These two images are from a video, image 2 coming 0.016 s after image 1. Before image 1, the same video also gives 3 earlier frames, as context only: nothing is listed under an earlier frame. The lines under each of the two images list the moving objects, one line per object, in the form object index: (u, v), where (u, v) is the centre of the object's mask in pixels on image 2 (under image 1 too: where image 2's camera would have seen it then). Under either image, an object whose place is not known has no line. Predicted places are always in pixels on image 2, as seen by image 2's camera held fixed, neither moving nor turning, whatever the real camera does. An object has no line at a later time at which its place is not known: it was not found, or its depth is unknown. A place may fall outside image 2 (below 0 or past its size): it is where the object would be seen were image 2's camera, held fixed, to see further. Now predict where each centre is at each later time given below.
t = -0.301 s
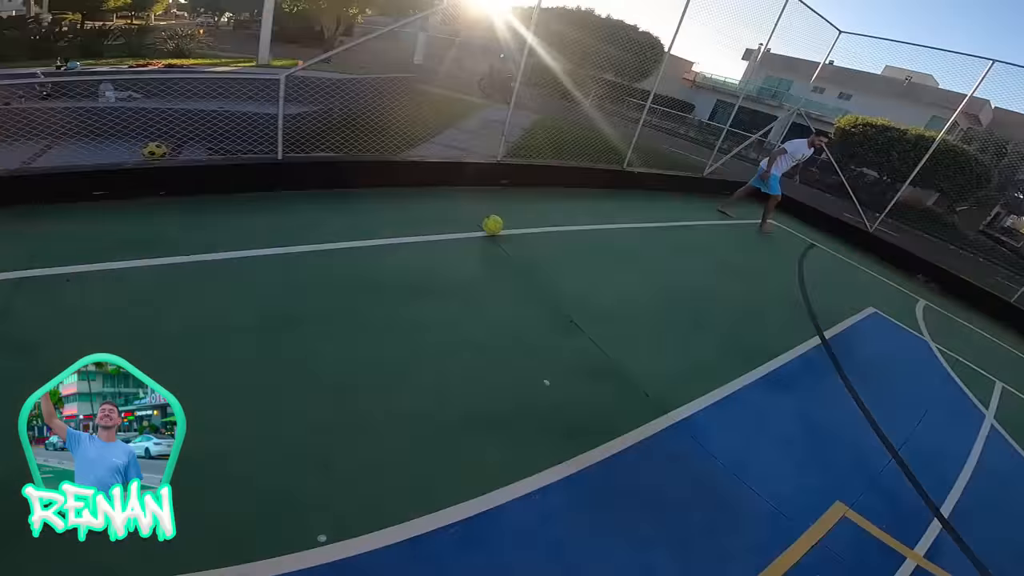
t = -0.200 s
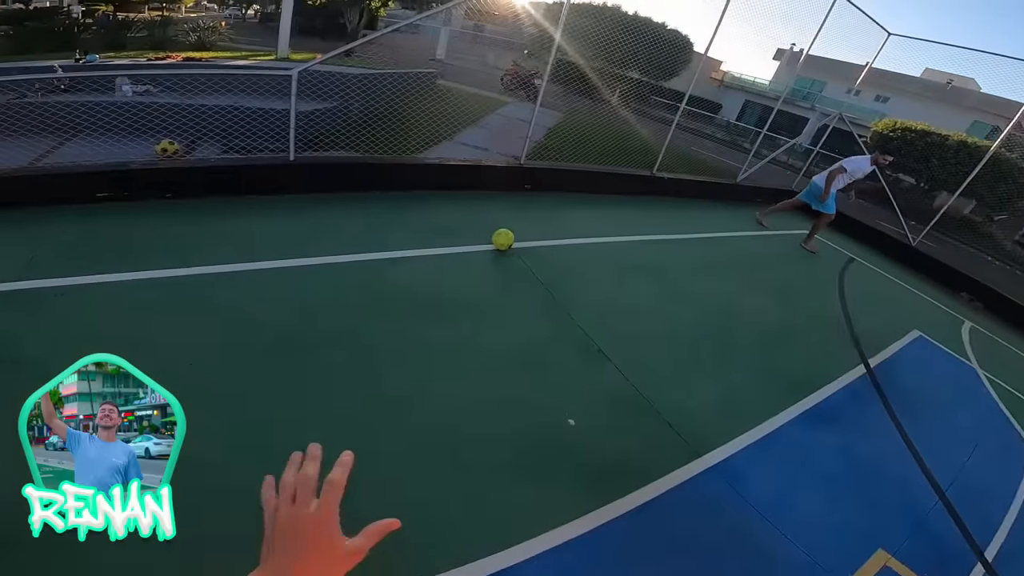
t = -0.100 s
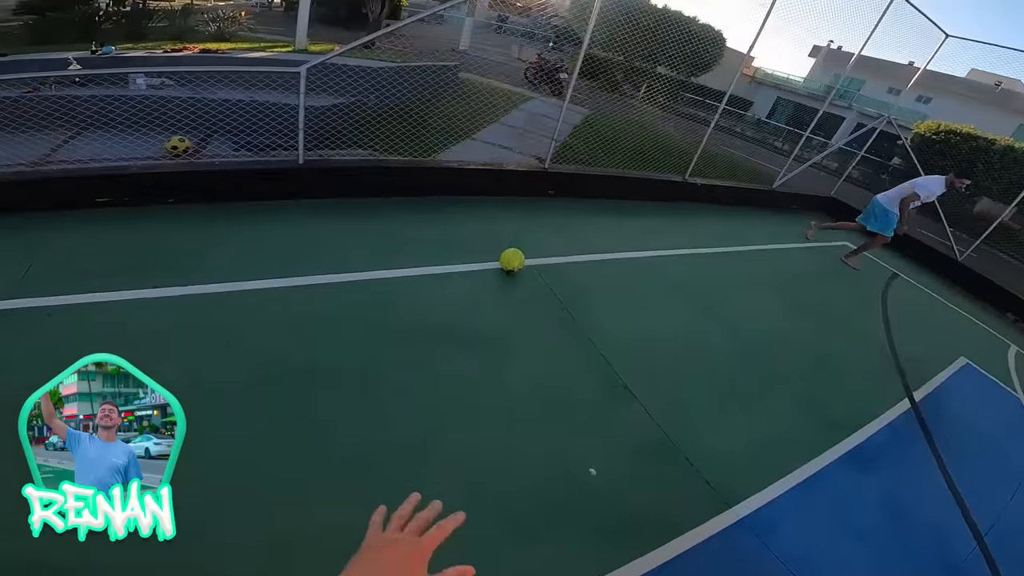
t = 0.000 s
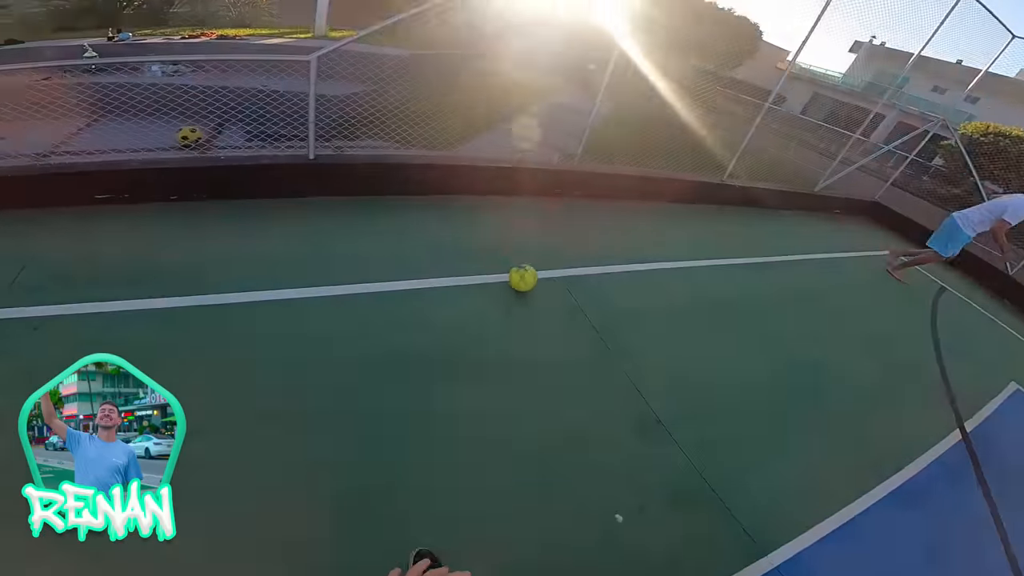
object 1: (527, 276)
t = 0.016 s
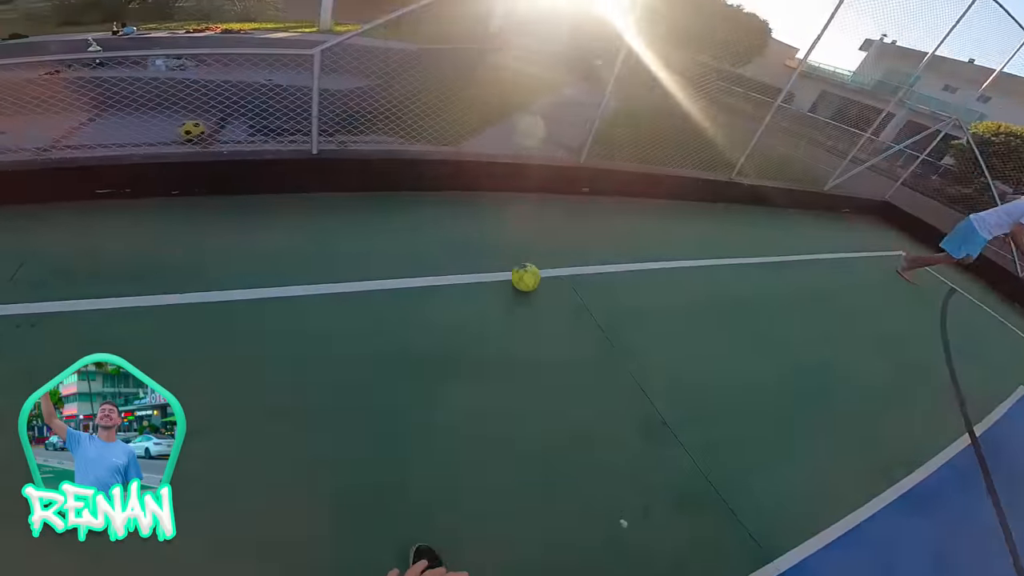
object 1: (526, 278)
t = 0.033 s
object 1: (522, 279)
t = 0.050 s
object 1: (520, 280)
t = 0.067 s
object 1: (517, 282)
